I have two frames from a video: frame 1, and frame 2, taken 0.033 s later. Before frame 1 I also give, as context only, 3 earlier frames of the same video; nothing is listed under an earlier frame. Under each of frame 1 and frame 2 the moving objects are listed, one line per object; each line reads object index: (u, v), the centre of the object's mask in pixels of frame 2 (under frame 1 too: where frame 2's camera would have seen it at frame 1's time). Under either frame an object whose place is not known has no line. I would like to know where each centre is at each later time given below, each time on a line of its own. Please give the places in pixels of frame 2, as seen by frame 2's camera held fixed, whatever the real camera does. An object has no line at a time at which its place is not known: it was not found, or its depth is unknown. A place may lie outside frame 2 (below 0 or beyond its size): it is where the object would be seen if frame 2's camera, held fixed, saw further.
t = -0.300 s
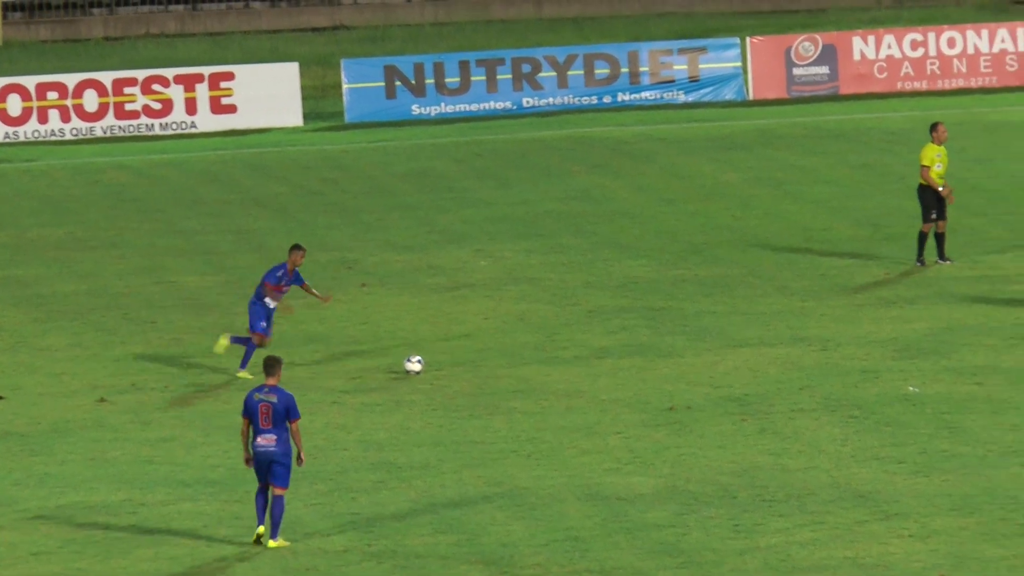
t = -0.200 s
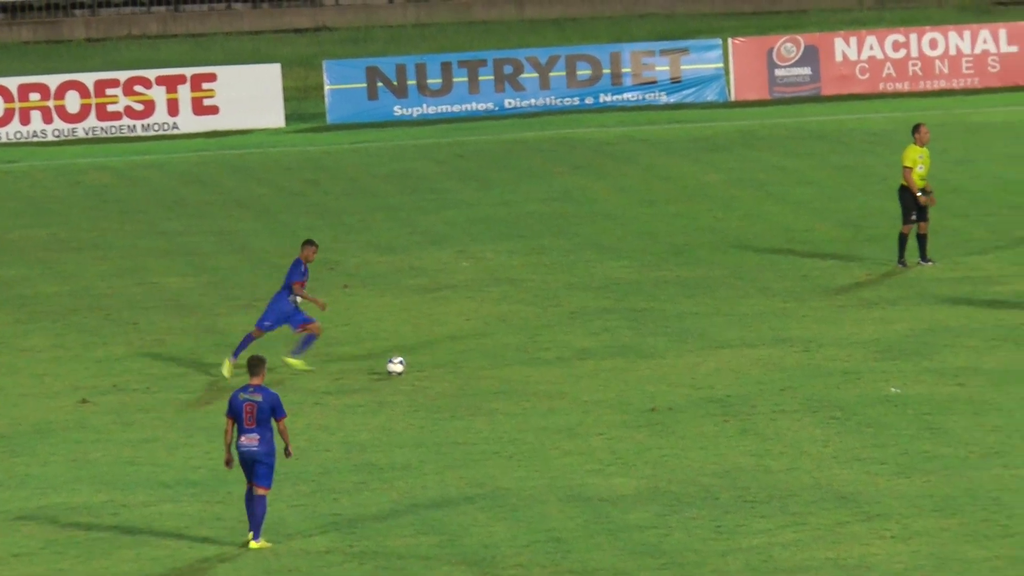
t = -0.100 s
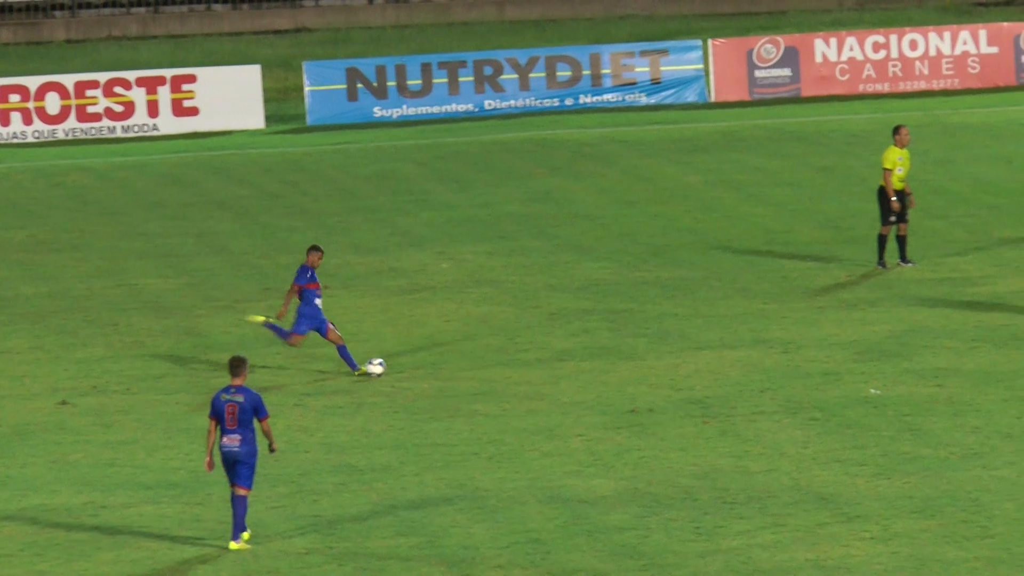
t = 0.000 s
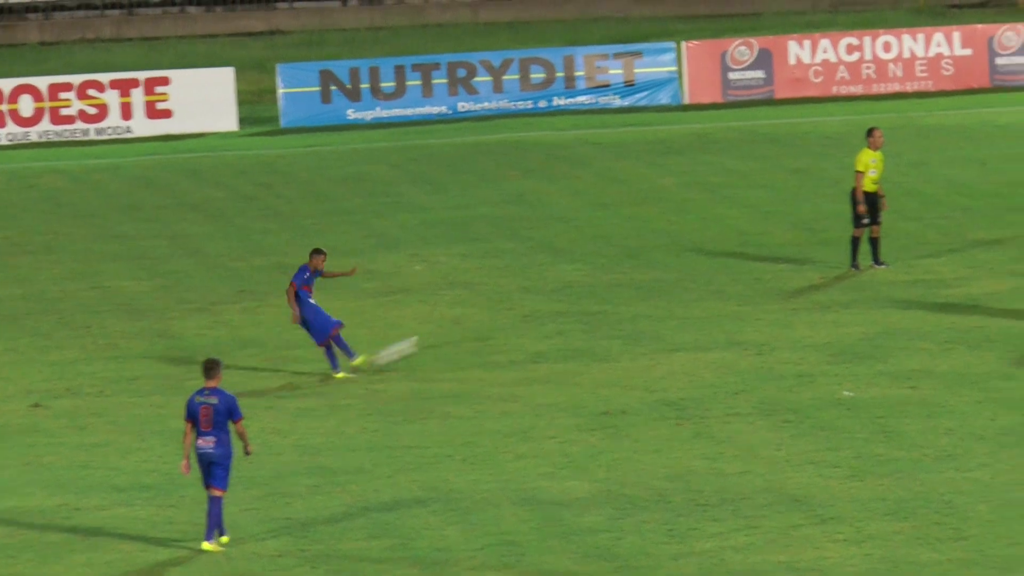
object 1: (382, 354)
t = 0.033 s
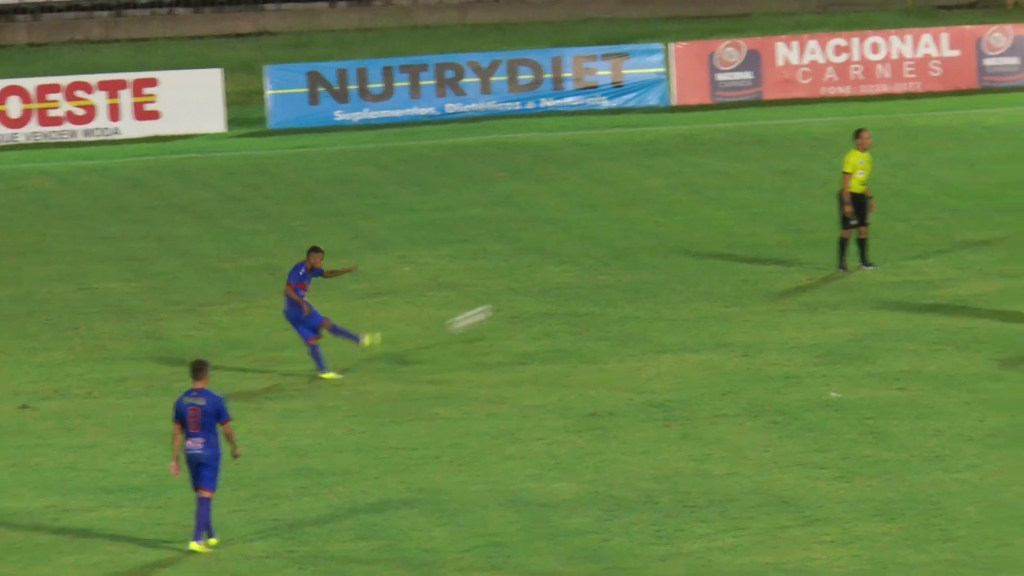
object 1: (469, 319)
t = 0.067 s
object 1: (555, 288)
